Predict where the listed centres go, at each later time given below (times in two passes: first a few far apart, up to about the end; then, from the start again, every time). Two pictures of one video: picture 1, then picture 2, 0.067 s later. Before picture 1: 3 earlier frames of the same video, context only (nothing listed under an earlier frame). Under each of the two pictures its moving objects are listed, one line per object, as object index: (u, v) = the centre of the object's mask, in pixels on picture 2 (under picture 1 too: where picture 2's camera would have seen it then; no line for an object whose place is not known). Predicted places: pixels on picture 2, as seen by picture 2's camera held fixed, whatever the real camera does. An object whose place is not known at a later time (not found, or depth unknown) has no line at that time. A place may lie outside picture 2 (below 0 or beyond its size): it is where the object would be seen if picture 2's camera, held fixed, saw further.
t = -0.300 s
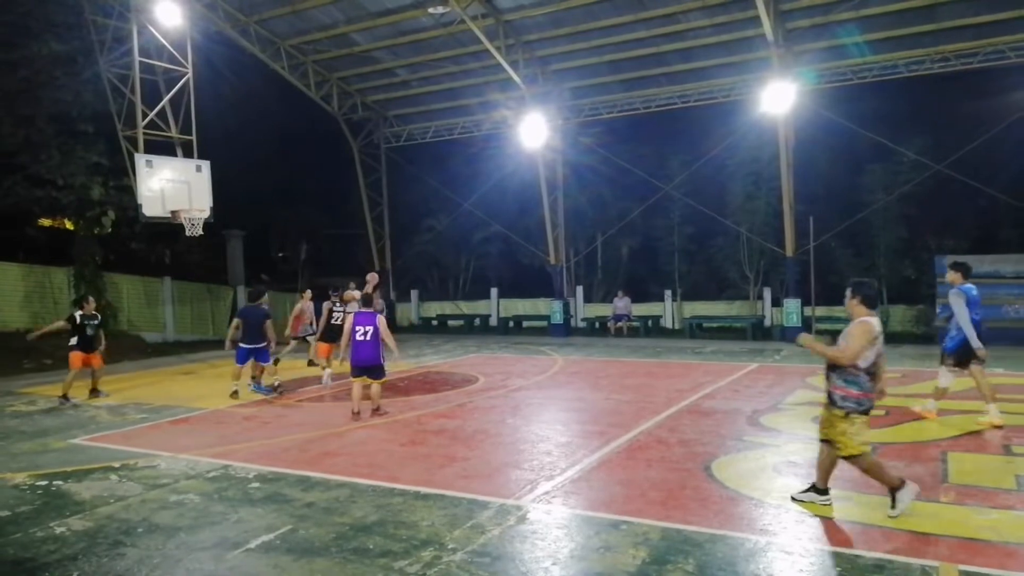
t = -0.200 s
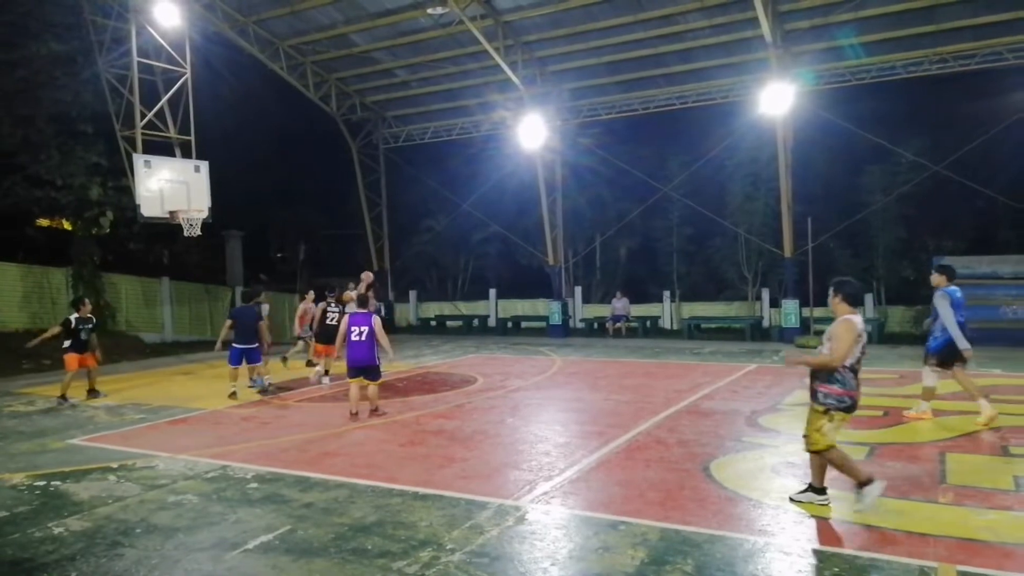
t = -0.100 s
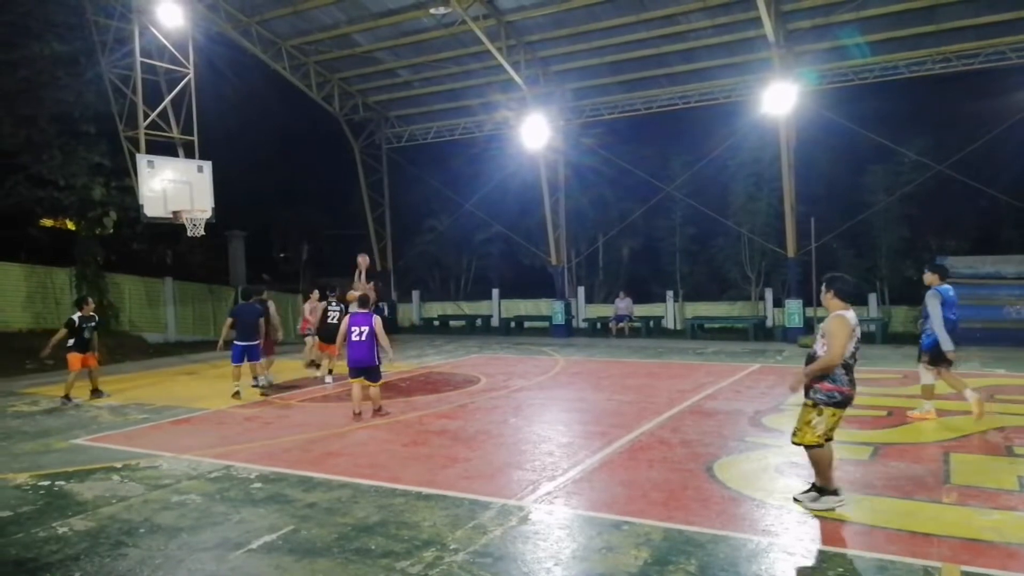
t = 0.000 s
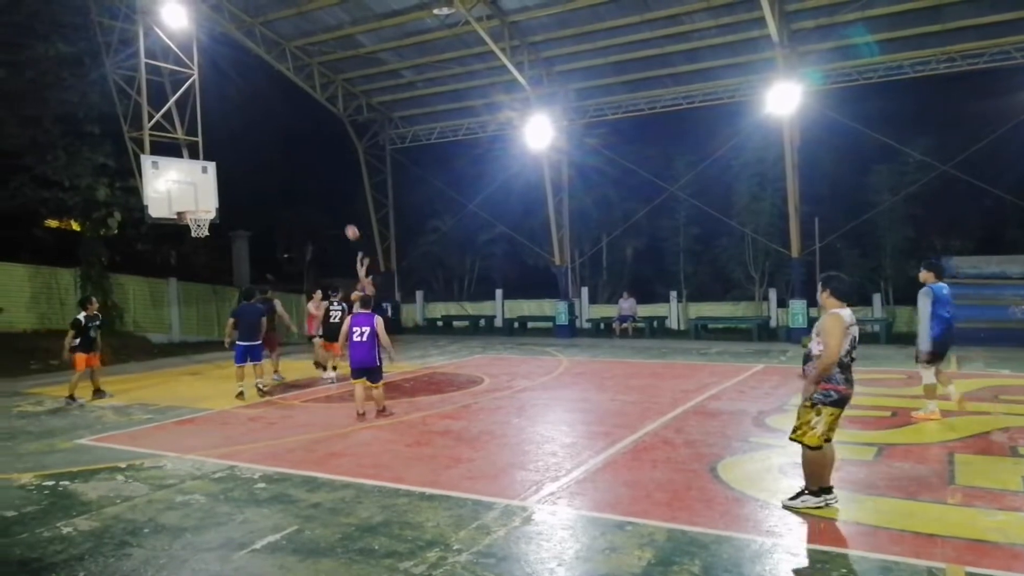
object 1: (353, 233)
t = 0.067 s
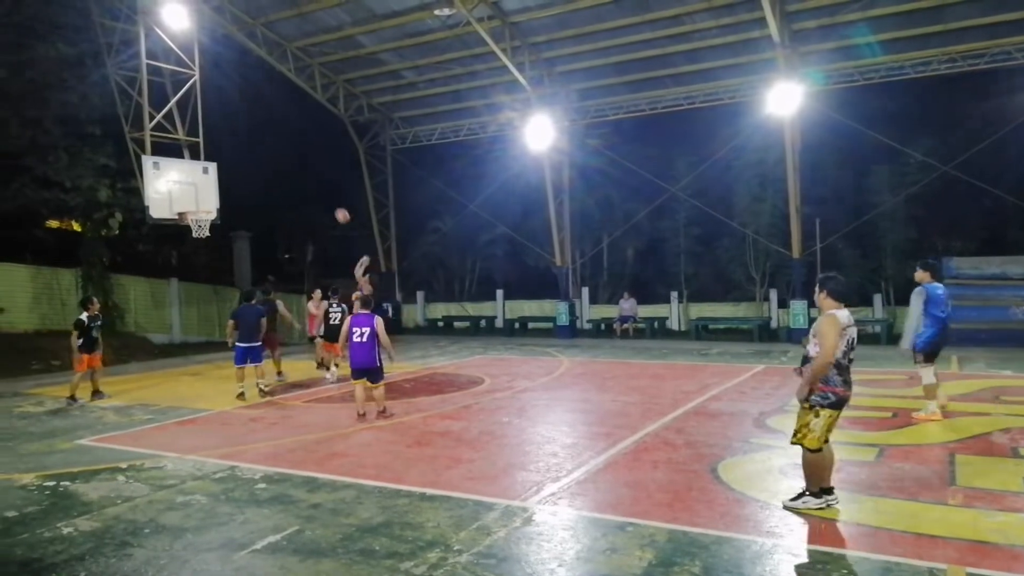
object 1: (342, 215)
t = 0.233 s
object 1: (317, 182)
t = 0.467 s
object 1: (283, 159)
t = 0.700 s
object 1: (251, 164)
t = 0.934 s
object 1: (222, 196)
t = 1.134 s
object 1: (233, 195)
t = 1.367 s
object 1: (261, 199)
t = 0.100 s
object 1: (337, 208)
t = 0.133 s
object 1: (332, 200)
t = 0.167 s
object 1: (327, 194)
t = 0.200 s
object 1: (322, 188)
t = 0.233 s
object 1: (317, 182)
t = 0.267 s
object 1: (313, 177)
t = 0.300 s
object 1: (308, 173)
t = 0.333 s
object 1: (303, 169)
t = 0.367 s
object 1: (298, 166)
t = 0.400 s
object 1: (293, 163)
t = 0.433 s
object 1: (288, 161)
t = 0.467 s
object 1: (283, 159)
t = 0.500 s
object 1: (279, 158)
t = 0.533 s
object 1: (274, 157)
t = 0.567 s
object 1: (269, 158)
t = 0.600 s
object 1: (265, 158)
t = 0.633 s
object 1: (260, 160)
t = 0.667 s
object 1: (255, 161)
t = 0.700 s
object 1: (251, 164)
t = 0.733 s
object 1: (247, 167)
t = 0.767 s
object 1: (243, 170)
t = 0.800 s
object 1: (238, 174)
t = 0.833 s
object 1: (234, 179)
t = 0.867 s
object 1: (229, 184)
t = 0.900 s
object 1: (225, 190)
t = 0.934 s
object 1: (222, 196)
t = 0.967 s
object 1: (218, 203)
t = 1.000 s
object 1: (218, 206)
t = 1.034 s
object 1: (221, 202)
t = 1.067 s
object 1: (225, 199)
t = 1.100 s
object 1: (229, 197)
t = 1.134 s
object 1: (233, 195)
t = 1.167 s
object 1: (237, 194)
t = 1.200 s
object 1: (241, 194)
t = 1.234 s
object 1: (245, 193)
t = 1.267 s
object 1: (249, 194)
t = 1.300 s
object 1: (253, 195)
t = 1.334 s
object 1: (257, 197)
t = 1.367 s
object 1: (261, 199)
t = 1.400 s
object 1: (266, 201)
